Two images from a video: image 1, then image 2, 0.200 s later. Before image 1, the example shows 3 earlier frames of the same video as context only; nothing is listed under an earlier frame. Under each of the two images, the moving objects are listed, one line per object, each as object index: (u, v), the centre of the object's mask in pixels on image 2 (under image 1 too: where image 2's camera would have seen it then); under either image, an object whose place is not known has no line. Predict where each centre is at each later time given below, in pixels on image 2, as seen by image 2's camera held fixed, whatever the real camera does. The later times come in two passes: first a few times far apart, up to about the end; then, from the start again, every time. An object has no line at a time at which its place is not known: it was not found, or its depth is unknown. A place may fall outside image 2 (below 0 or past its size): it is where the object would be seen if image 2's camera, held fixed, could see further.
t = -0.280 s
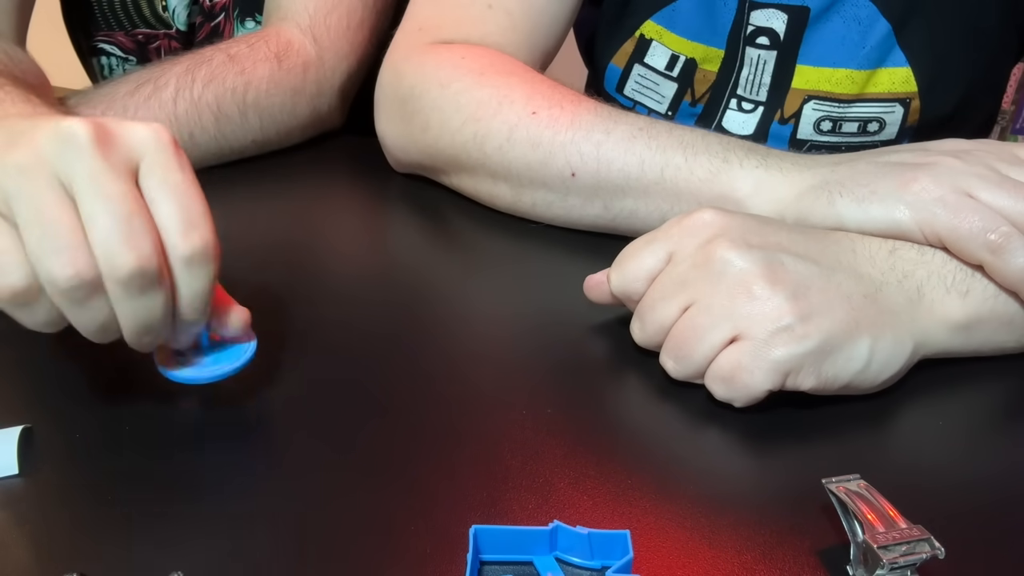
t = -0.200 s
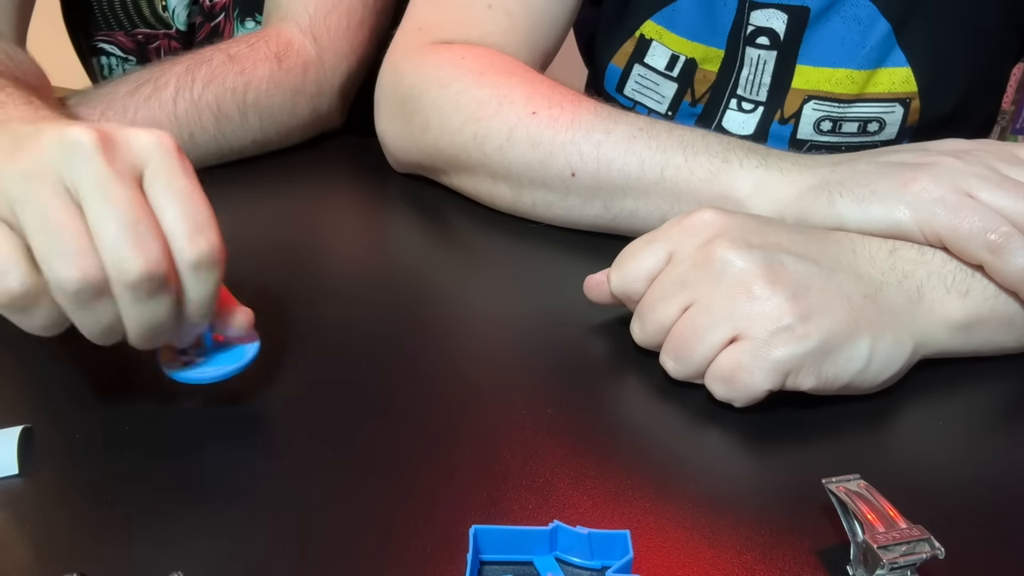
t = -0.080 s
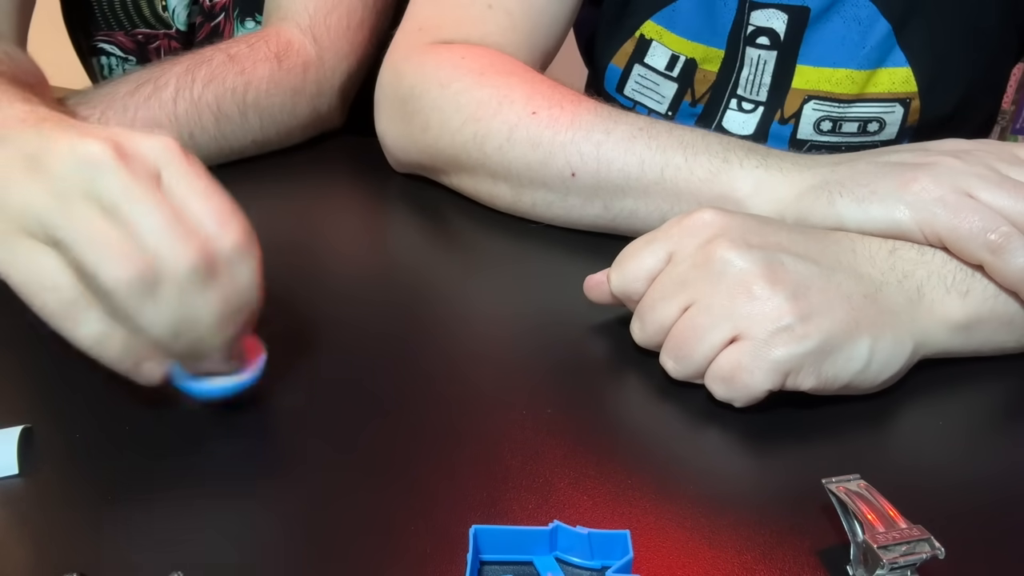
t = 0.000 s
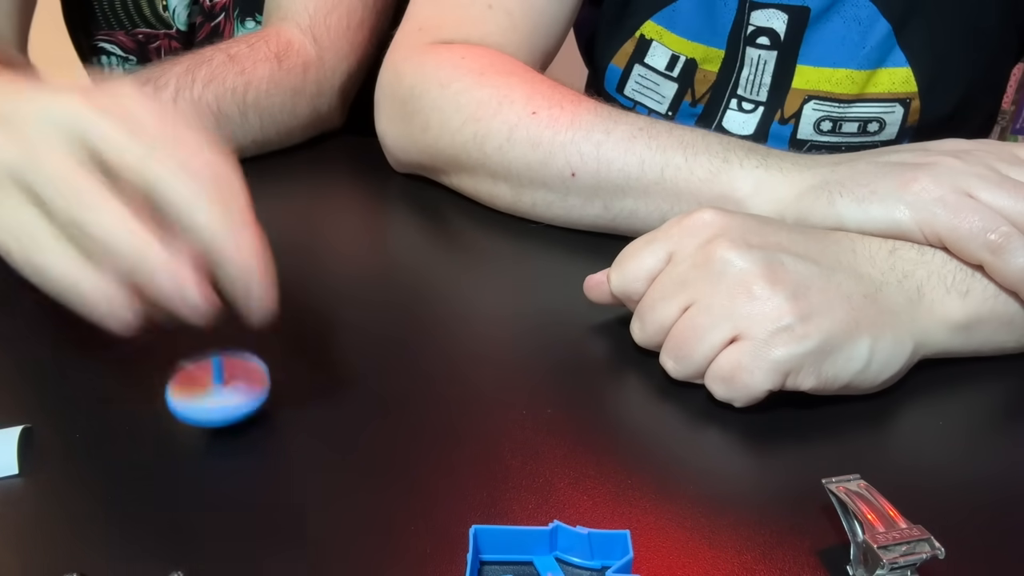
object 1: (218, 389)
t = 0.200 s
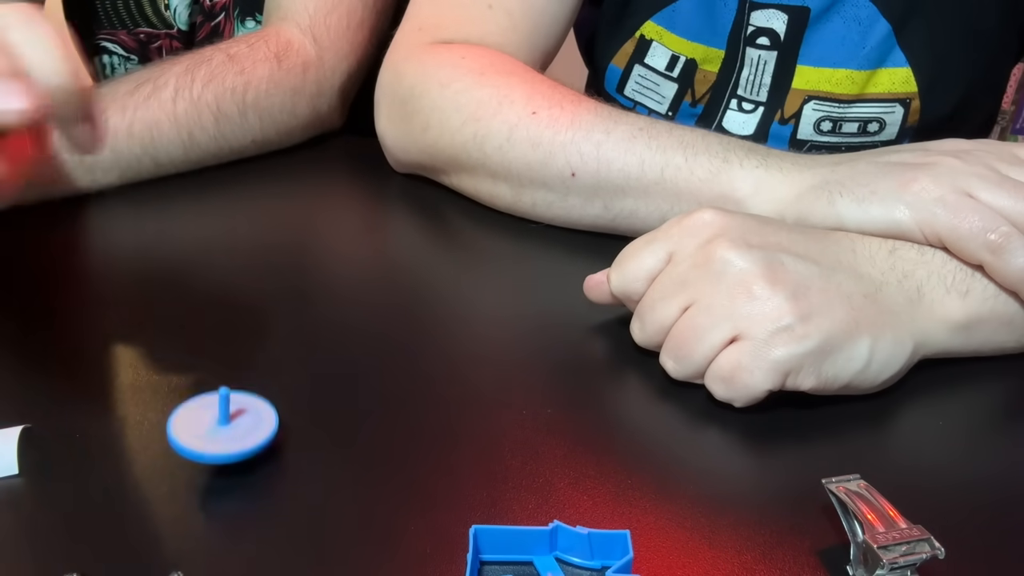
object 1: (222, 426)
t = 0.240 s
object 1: (222, 431)
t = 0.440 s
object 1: (227, 443)
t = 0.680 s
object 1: (246, 452)
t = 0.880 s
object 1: (267, 452)
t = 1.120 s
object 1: (287, 443)
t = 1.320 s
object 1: (295, 431)
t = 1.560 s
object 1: (292, 418)
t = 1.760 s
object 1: (279, 414)
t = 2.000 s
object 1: (256, 417)
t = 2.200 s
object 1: (236, 425)
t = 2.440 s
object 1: (223, 440)
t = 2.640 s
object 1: (226, 451)
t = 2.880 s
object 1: (238, 463)
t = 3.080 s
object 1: (254, 464)
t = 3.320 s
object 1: (270, 457)
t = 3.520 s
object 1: (279, 447)
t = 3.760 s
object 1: (274, 438)
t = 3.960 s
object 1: (262, 436)
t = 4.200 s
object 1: (242, 439)
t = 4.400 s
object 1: (229, 448)
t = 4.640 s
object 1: (221, 462)
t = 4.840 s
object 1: (226, 470)
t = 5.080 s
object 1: (240, 477)
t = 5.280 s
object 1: (255, 474)
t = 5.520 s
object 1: (268, 466)
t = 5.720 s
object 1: (271, 458)
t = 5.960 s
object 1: (262, 450)
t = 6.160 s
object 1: (248, 448)
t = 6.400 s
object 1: (232, 456)
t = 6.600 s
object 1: (224, 466)
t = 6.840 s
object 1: (227, 476)
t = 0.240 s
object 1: (222, 431)
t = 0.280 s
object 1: (222, 434)
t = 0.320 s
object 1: (222, 436)
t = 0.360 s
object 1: (223, 439)
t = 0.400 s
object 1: (225, 441)
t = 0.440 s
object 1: (227, 443)
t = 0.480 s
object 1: (229, 445)
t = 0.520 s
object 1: (232, 447)
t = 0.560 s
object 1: (235, 448)
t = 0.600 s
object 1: (238, 450)
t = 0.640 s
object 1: (242, 451)
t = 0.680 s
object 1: (246, 452)
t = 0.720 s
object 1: (250, 453)
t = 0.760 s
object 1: (254, 453)
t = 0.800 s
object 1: (259, 453)
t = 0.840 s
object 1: (263, 453)
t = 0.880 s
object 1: (267, 452)
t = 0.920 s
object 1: (271, 451)
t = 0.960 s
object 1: (274, 450)
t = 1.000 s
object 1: (278, 449)
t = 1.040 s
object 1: (281, 447)
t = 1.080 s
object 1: (285, 445)
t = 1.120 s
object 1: (287, 443)
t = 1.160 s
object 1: (290, 441)
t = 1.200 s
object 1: (292, 439)
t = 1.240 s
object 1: (294, 436)
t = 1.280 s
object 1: (295, 434)
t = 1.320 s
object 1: (295, 431)
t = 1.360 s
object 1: (296, 429)
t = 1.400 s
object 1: (296, 426)
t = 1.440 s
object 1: (296, 424)
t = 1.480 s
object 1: (295, 422)
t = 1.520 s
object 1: (294, 420)
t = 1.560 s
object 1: (292, 418)
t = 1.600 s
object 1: (290, 418)
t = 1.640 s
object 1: (287, 417)
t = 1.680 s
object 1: (285, 416)
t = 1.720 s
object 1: (282, 415)
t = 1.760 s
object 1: (279, 414)
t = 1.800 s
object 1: (275, 414)
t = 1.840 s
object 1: (271, 414)
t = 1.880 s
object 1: (267, 414)
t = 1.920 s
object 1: (263, 415)
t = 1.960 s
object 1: (259, 415)
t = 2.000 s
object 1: (256, 417)
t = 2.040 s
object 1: (252, 418)
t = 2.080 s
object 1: (248, 420)
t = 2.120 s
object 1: (243, 421)
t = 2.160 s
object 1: (239, 423)
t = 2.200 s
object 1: (236, 425)
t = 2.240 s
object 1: (233, 427)
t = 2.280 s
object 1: (231, 430)
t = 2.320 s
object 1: (228, 432)
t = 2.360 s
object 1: (226, 435)
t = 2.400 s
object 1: (224, 438)
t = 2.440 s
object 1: (223, 440)
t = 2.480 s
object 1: (223, 442)
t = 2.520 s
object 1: (224, 444)
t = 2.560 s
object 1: (224, 447)
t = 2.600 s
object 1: (225, 449)
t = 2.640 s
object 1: (226, 451)
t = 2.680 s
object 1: (227, 454)
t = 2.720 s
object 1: (228, 456)
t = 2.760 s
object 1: (230, 458)
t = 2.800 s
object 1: (233, 459)
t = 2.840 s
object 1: (235, 462)
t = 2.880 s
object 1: (238, 463)
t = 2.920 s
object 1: (241, 463)
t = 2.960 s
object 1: (244, 464)
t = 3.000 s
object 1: (248, 464)
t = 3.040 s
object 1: (251, 465)
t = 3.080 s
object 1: (254, 464)
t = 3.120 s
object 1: (256, 463)
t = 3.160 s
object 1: (259, 463)
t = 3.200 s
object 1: (262, 461)
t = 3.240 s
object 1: (265, 460)
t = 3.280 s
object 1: (268, 458)
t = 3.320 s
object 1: (270, 457)
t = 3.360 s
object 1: (272, 455)
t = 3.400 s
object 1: (274, 453)
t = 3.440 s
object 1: (276, 452)
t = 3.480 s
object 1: (278, 450)
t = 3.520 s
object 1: (279, 447)
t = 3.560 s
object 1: (279, 445)
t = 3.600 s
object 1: (279, 444)
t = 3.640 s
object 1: (278, 442)
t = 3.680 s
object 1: (277, 441)
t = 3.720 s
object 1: (276, 440)
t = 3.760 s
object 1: (274, 438)
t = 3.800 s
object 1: (273, 437)
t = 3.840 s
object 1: (270, 436)
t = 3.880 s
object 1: (268, 436)
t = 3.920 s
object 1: (265, 436)
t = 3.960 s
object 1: (262, 436)
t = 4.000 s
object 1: (259, 436)
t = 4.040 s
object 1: (256, 436)
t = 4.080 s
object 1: (254, 437)
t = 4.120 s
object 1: (250, 437)
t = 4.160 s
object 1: (246, 438)
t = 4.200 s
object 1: (242, 439)
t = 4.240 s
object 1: (240, 440)
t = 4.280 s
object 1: (236, 442)
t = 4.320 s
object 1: (233, 444)
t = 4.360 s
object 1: (230, 446)
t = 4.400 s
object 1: (229, 448)
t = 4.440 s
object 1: (227, 450)
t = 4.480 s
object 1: (225, 452)
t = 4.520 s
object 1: (224, 454)
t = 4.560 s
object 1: (222, 457)
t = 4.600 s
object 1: (221, 459)
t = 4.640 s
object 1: (221, 462)
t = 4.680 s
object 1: (222, 464)
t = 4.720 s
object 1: (222, 465)
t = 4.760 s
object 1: (223, 467)
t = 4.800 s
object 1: (224, 469)
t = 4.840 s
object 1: (226, 470)
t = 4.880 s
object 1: (228, 472)
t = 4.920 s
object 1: (229, 474)
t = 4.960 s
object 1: (232, 475)
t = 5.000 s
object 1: (234, 477)
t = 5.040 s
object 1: (237, 477)
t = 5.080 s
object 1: (240, 477)
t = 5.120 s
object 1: (243, 477)
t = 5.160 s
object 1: (246, 477)
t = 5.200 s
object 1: (249, 476)
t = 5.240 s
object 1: (252, 475)
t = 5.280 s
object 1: (255, 474)
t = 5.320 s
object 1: (258, 474)
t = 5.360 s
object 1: (260, 472)
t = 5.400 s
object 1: (263, 471)
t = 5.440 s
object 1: (266, 470)
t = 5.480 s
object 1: (267, 468)
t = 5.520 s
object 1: (268, 466)
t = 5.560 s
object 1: (269, 465)
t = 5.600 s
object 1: (269, 463)
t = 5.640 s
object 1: (270, 461)
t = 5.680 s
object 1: (271, 460)
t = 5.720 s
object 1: (271, 458)
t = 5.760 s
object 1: (271, 456)
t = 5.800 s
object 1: (269, 455)
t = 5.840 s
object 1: (268, 453)
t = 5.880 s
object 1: (266, 452)
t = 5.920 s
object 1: (264, 451)
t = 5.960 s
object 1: (262, 450)
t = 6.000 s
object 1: (259, 449)
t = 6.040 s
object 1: (257, 449)
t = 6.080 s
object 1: (254, 448)
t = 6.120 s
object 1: (251, 448)
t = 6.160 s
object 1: (248, 448)
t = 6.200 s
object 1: (245, 449)
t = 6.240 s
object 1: (243, 450)
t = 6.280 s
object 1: (240, 451)
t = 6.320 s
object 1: (237, 453)
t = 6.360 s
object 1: (234, 454)
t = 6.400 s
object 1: (232, 456)
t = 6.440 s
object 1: (229, 458)
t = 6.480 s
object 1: (227, 460)
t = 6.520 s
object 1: (226, 462)
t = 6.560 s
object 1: (225, 464)
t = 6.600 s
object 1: (224, 466)
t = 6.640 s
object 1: (223, 468)
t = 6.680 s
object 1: (223, 470)
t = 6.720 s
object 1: (224, 471)
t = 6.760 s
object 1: (224, 473)
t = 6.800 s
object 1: (225, 475)
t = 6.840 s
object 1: (227, 476)
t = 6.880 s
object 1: (227, 478)
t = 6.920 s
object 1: (229, 479)
